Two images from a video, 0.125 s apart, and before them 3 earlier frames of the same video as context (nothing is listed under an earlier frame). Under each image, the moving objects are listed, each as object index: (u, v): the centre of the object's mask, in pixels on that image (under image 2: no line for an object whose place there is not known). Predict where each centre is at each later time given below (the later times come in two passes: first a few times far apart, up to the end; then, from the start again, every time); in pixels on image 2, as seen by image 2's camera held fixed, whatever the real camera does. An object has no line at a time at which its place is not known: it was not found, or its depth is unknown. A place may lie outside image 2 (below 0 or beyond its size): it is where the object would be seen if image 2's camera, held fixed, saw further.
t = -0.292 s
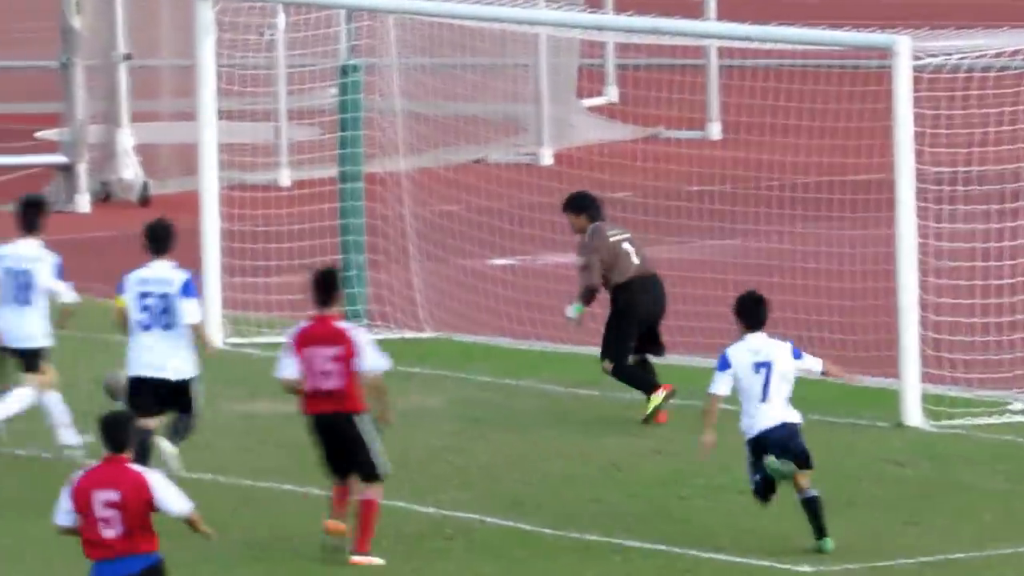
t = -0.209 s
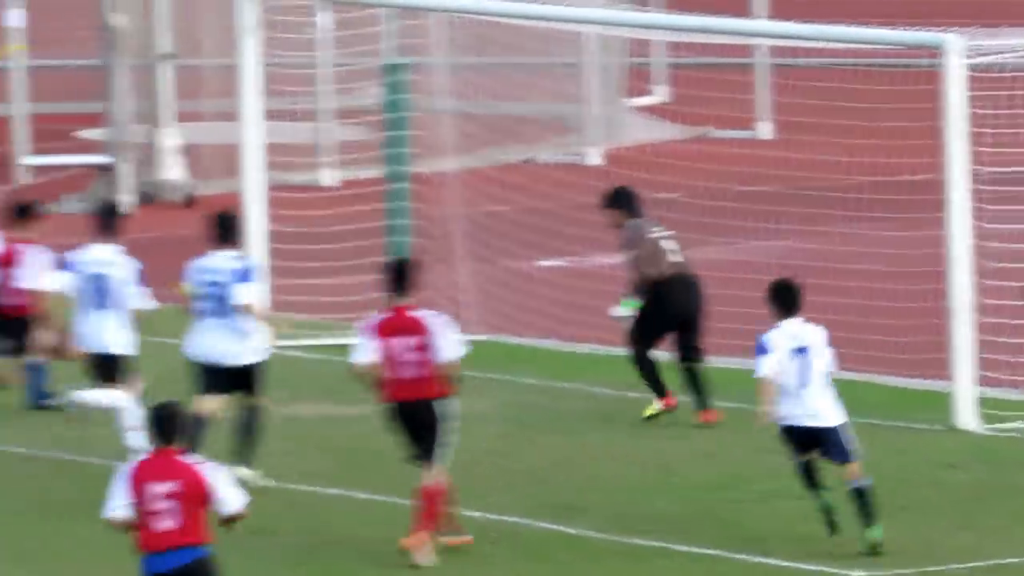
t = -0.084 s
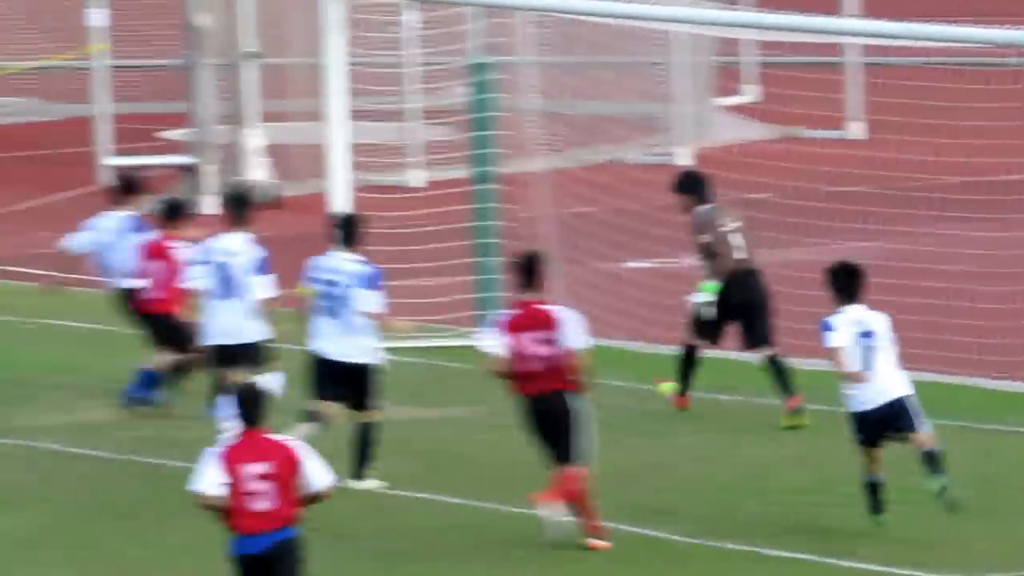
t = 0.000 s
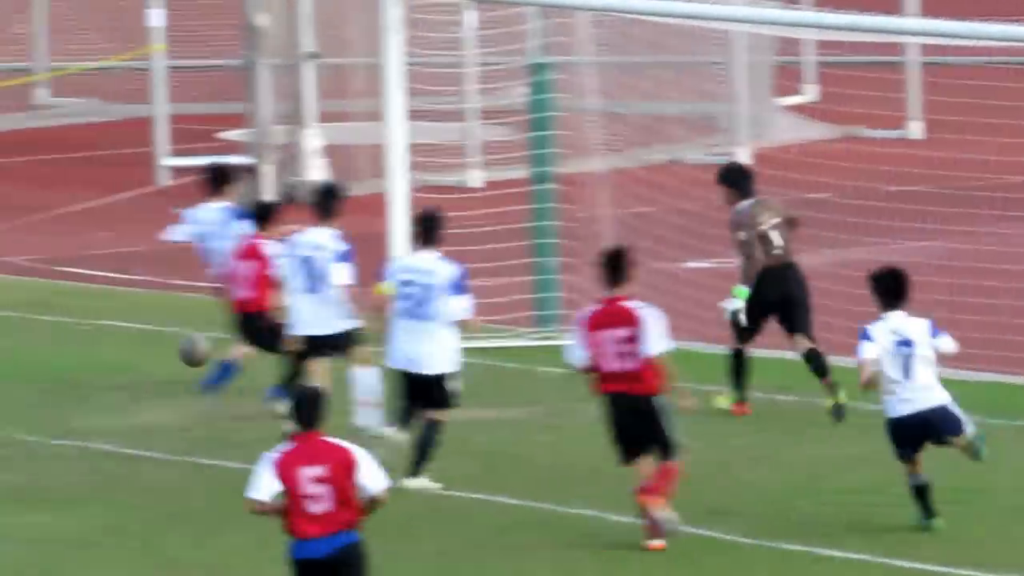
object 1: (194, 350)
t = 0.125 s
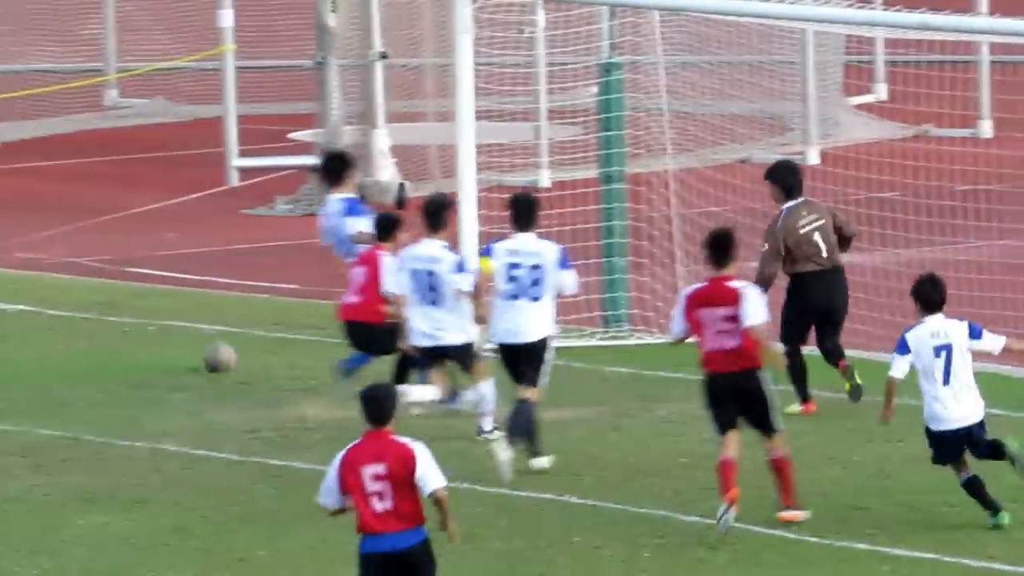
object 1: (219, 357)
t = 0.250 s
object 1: (174, 326)
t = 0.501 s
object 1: (91, 322)
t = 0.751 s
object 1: (9, 307)
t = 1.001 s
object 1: (-64, 279)
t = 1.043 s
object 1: (-70, 277)
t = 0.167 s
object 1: (205, 346)
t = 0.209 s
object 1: (190, 335)
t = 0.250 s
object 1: (174, 326)
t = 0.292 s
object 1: (161, 322)
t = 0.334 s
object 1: (147, 320)
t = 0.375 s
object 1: (132, 321)
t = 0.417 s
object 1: (120, 323)
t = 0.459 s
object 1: (106, 330)
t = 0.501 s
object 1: (91, 322)
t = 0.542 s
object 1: (77, 313)
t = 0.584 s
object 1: (64, 308)
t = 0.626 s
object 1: (49, 305)
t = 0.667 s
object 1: (36, 305)
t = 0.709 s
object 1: (22, 309)
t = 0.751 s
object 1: (9, 307)
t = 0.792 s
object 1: (-5, 300)
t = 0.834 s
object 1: (-16, 296)
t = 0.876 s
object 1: (-30, 294)
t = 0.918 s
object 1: (-41, 293)
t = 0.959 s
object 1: (-54, 286)
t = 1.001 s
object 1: (-64, 279)
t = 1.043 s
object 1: (-70, 277)
